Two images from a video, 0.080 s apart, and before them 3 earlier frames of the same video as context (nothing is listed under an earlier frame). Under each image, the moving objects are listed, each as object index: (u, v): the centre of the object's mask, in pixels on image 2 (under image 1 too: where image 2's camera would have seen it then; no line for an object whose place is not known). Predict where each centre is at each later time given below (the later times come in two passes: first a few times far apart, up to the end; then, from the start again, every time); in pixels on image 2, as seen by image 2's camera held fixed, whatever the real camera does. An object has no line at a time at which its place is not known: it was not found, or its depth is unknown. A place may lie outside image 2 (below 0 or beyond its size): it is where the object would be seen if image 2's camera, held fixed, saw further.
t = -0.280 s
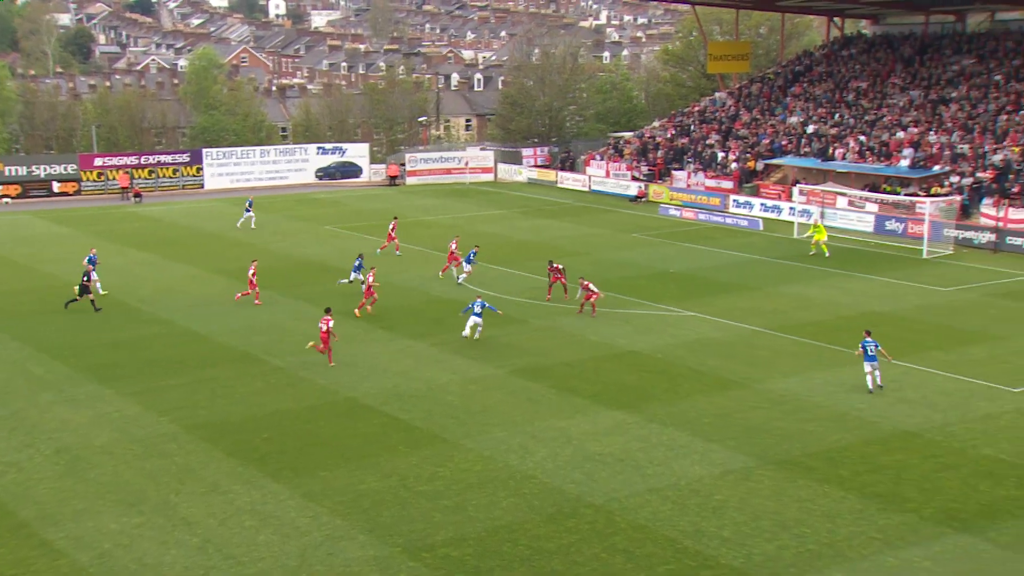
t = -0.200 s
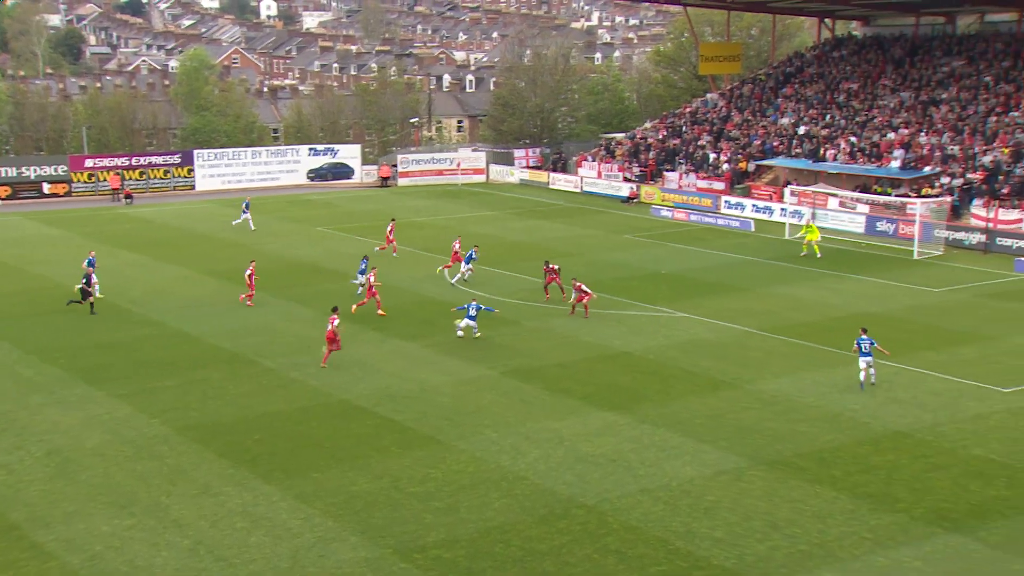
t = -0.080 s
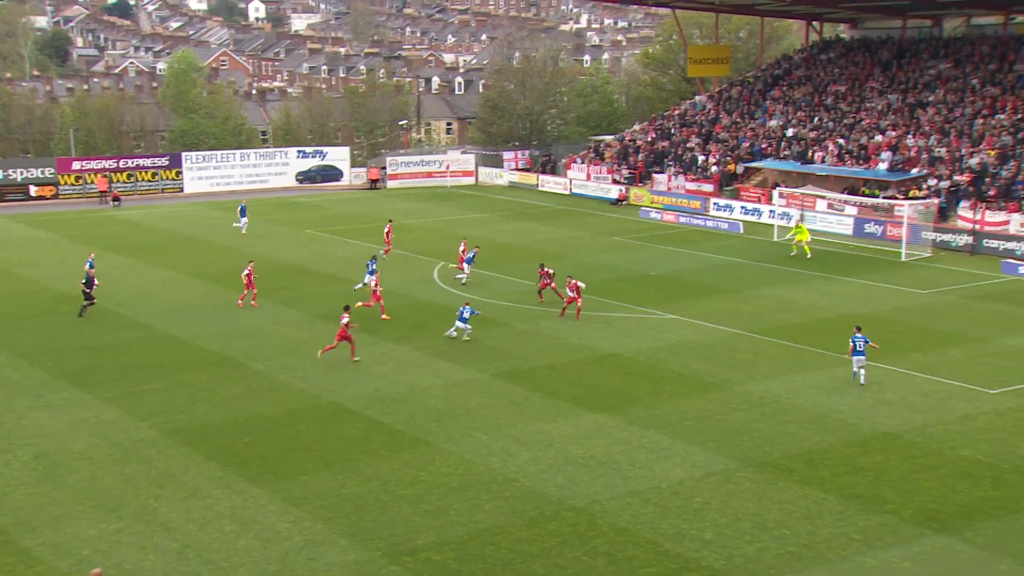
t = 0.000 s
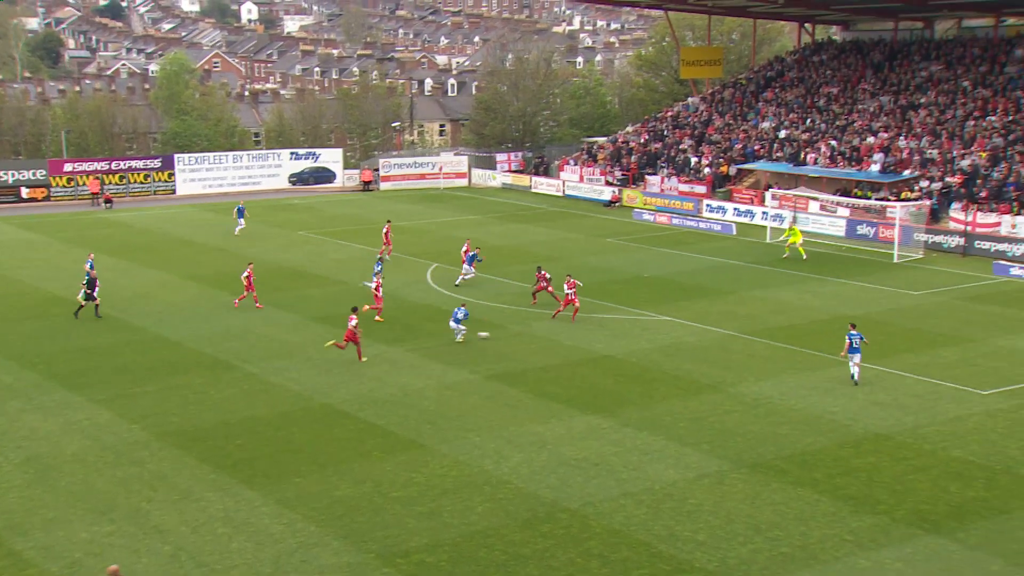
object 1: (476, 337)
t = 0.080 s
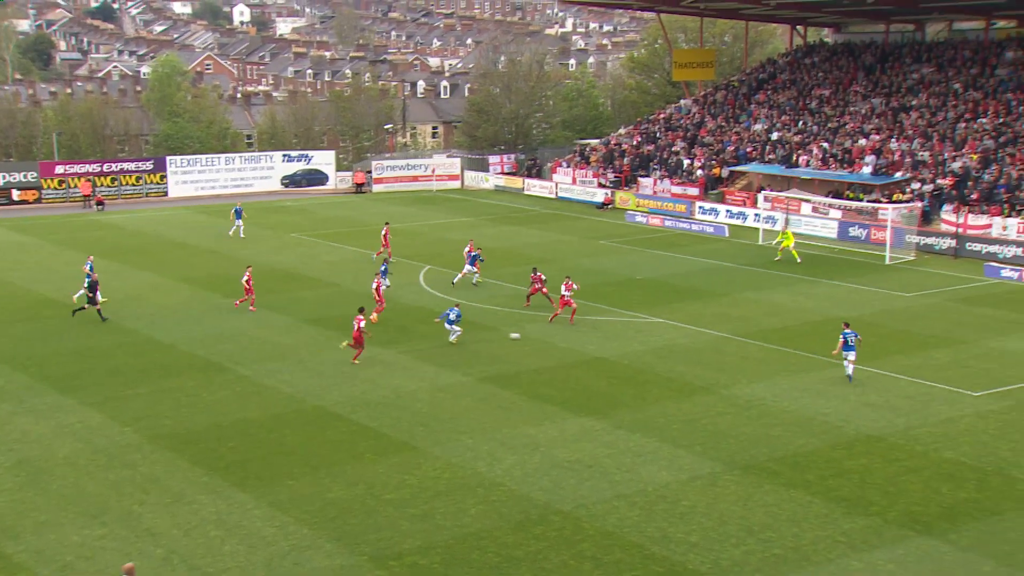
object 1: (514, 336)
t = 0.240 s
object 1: (584, 334)
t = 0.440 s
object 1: (662, 334)
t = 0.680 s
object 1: (743, 334)
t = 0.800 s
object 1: (781, 336)
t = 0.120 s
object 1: (533, 336)
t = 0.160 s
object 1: (550, 336)
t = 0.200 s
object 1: (567, 335)
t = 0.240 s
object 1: (584, 334)
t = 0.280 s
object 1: (600, 334)
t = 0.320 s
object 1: (617, 334)
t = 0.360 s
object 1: (633, 335)
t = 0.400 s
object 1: (648, 335)
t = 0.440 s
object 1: (662, 334)
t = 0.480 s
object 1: (677, 334)
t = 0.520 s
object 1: (691, 334)
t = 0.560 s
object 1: (705, 334)
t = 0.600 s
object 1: (719, 335)
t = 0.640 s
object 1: (729, 334)
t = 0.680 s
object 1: (743, 334)
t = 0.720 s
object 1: (756, 334)
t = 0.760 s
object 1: (768, 335)
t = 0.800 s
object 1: (781, 336)
